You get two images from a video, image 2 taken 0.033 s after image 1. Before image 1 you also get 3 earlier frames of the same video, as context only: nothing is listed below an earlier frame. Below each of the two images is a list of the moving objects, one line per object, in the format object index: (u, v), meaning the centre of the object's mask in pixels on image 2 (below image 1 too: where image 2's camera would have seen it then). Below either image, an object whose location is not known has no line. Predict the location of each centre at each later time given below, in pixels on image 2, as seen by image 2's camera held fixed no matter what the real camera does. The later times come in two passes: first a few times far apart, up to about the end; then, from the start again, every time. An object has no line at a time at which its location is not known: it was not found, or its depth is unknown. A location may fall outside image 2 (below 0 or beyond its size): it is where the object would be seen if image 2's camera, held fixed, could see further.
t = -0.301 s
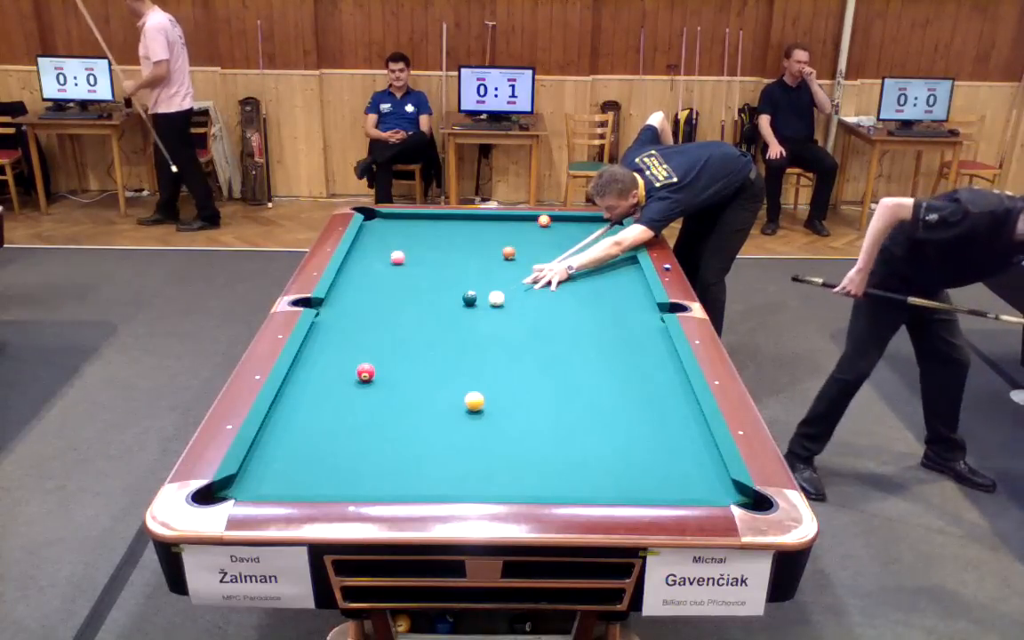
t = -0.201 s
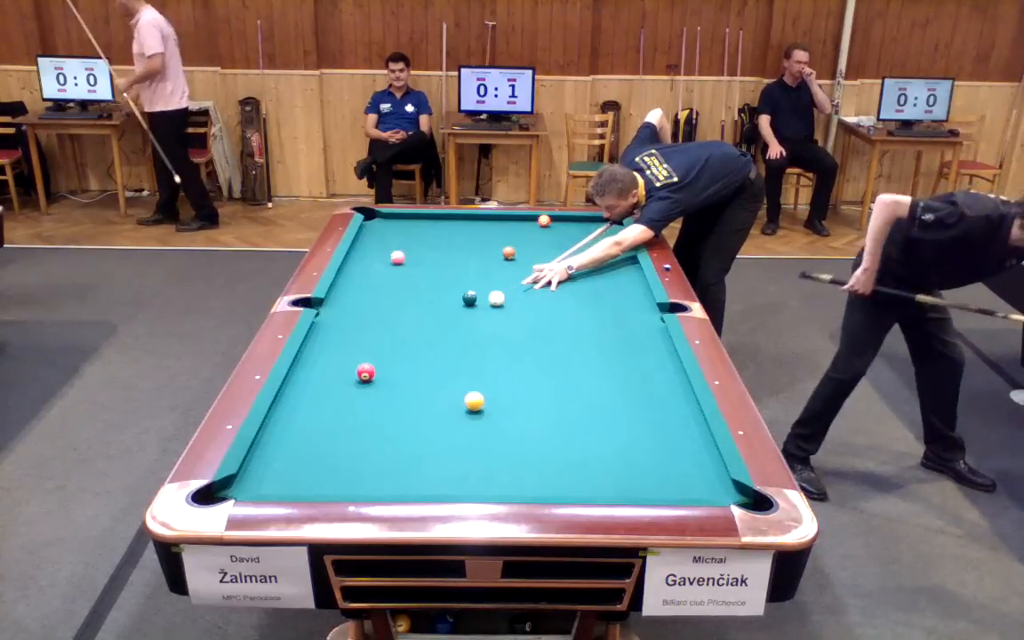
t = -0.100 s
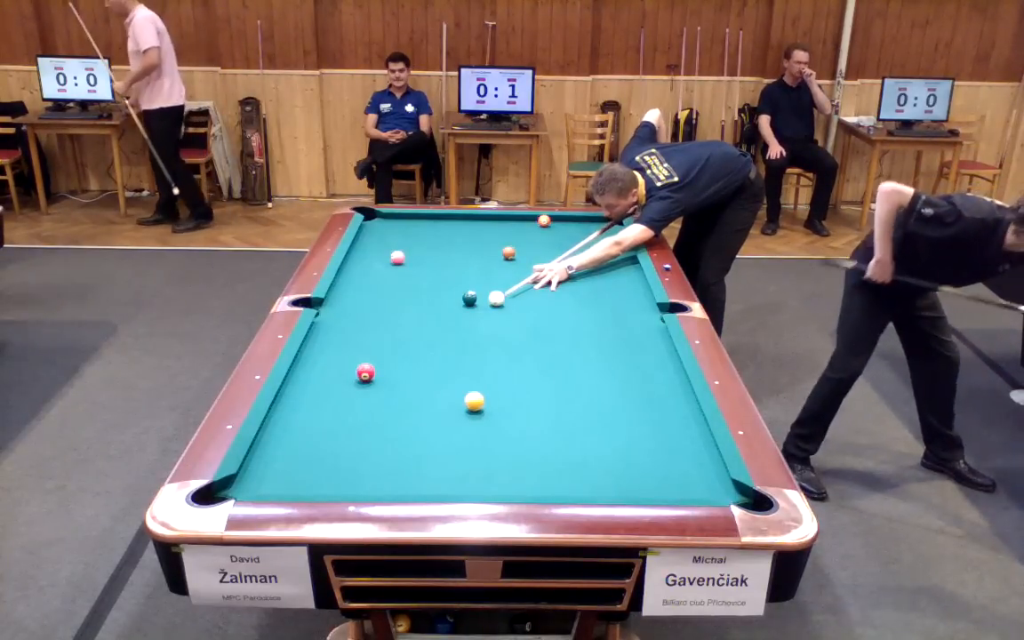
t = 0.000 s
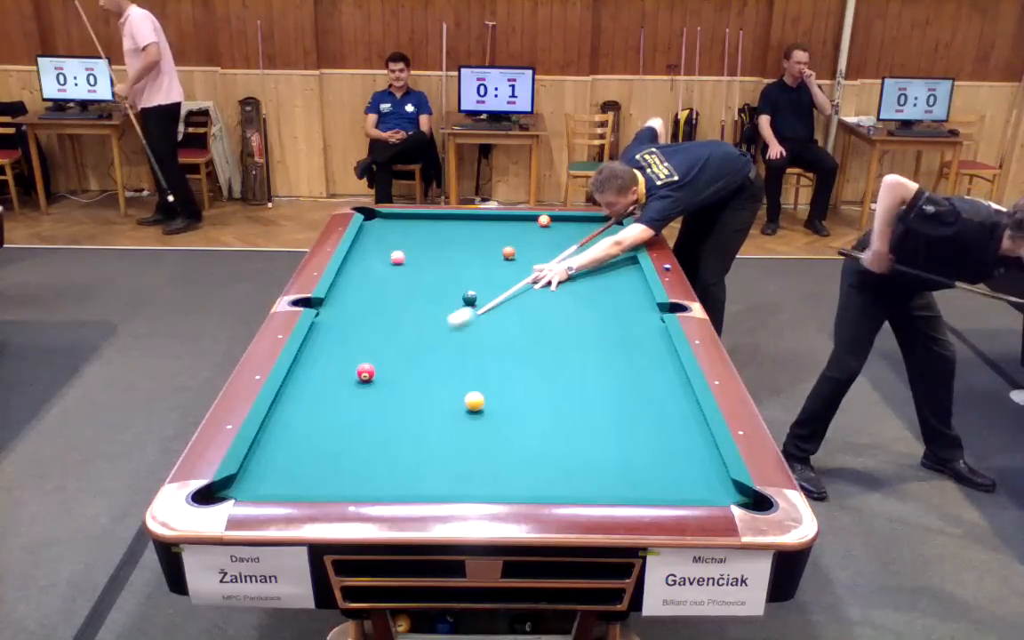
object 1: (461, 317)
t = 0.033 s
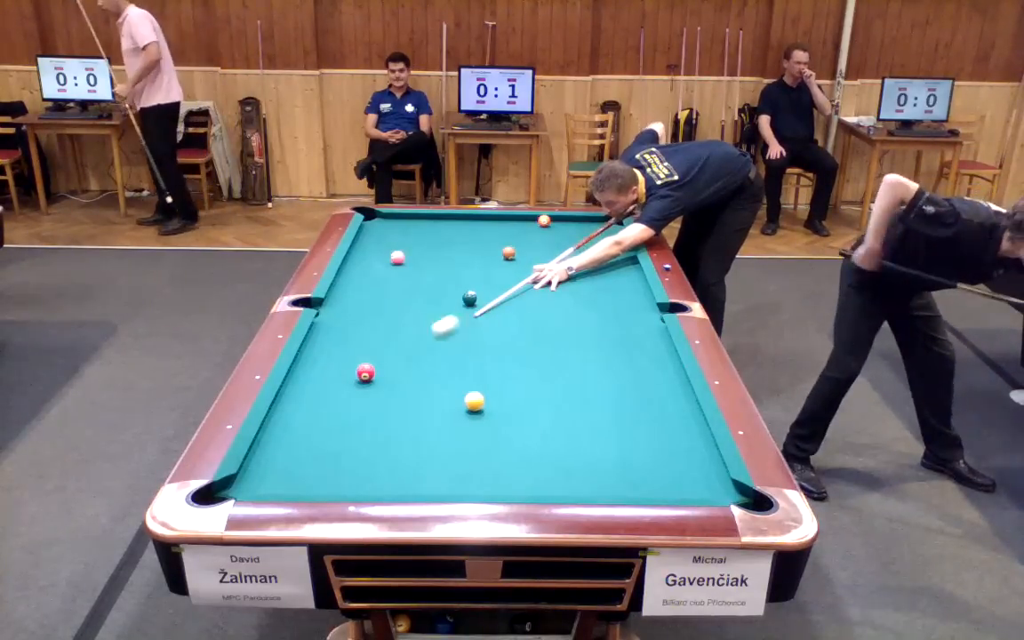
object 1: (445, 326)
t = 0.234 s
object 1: (362, 364)
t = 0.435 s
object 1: (335, 359)
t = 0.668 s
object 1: (309, 353)
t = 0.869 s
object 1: (319, 346)
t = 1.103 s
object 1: (336, 339)
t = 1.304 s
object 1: (349, 333)
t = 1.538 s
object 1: (364, 327)
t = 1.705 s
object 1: (373, 324)
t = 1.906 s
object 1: (384, 319)
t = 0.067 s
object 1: (428, 335)
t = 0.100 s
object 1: (412, 343)
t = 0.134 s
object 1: (395, 352)
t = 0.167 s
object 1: (380, 360)
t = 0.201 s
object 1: (368, 363)
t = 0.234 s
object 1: (362, 364)
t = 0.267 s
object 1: (356, 363)
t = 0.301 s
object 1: (351, 362)
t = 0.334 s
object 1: (347, 361)
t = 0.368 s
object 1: (343, 360)
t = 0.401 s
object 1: (339, 359)
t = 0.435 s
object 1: (335, 359)
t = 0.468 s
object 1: (331, 358)
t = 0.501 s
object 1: (327, 357)
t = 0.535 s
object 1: (324, 356)
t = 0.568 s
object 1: (320, 355)
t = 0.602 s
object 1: (316, 354)
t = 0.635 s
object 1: (312, 354)
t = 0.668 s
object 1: (309, 353)
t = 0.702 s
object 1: (306, 352)
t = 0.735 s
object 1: (309, 351)
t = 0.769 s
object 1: (312, 350)
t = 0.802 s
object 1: (314, 348)
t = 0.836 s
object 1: (317, 347)
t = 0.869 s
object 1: (319, 346)
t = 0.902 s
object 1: (322, 345)
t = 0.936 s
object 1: (324, 344)
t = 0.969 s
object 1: (327, 343)
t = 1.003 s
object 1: (329, 342)
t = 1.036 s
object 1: (331, 341)
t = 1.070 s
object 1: (334, 340)
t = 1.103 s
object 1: (336, 339)
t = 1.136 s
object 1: (338, 338)
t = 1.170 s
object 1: (341, 337)
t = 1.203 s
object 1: (343, 336)
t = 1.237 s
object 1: (345, 335)
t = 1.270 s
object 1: (347, 334)
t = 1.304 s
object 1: (349, 333)
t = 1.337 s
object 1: (351, 333)
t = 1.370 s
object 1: (353, 332)
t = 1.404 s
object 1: (355, 331)
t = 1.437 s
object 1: (358, 330)
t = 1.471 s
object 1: (360, 329)
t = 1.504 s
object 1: (362, 328)
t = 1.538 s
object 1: (364, 327)
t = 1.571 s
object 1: (366, 327)
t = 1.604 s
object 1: (367, 326)
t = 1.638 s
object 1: (369, 325)
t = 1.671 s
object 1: (371, 324)
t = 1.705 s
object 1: (373, 324)
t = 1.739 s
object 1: (375, 323)
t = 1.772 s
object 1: (377, 322)
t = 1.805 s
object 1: (378, 321)
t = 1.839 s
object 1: (380, 320)
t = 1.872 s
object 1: (382, 320)
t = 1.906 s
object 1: (384, 319)
